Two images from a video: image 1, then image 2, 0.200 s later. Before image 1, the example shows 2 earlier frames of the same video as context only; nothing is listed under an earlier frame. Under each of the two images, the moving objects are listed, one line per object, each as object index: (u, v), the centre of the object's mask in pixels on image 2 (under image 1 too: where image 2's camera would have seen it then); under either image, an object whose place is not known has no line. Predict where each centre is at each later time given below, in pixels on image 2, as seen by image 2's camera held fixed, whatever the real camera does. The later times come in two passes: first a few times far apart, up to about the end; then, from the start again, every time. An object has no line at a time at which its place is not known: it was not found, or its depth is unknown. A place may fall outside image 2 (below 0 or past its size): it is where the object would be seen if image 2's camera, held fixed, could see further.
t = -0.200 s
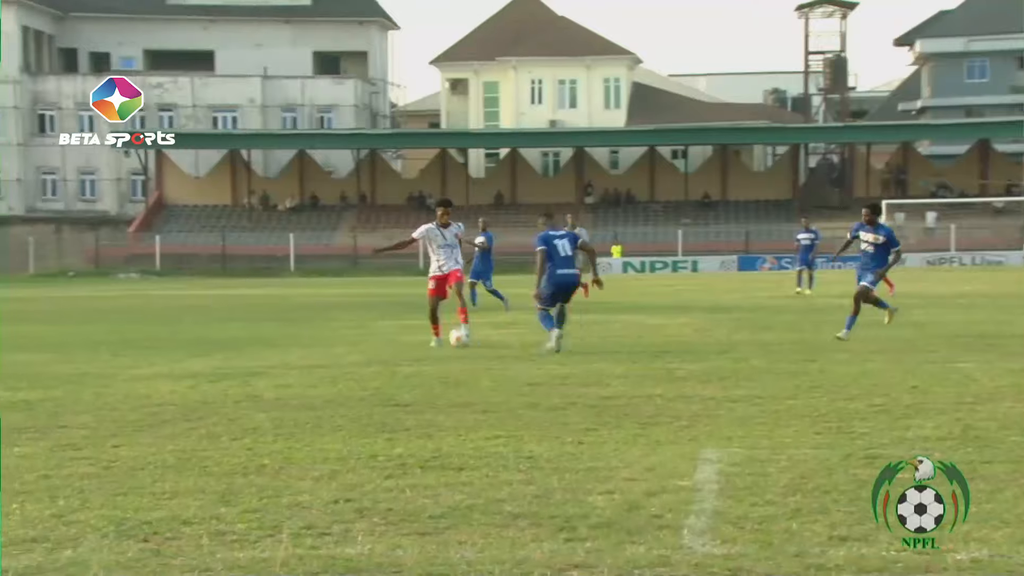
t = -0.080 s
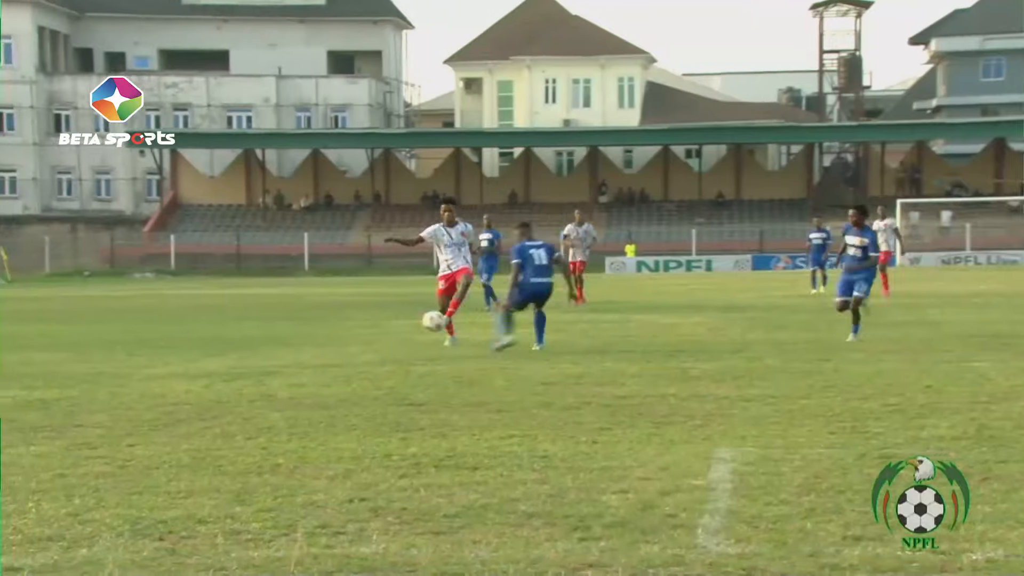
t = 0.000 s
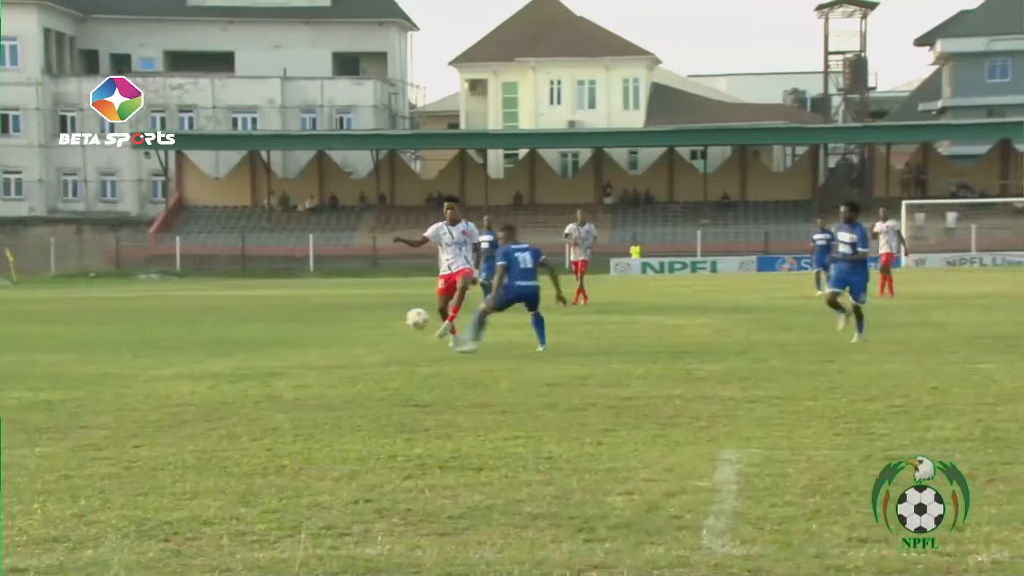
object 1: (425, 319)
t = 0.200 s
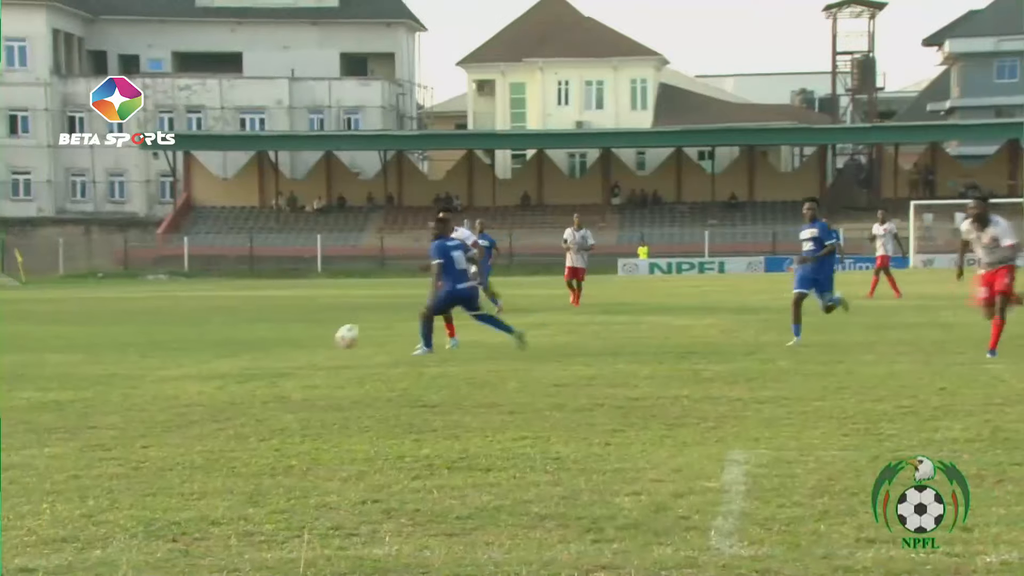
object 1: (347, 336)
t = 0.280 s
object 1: (313, 356)
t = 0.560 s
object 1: (221, 366)
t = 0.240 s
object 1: (330, 345)
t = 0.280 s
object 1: (313, 356)
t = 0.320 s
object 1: (298, 361)
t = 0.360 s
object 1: (285, 358)
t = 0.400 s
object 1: (278, 357)
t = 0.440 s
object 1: (264, 357)
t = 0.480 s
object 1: (250, 358)
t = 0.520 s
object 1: (236, 361)
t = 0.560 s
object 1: (221, 366)
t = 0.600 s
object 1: (205, 373)
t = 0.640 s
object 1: (193, 373)
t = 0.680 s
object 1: (182, 369)
